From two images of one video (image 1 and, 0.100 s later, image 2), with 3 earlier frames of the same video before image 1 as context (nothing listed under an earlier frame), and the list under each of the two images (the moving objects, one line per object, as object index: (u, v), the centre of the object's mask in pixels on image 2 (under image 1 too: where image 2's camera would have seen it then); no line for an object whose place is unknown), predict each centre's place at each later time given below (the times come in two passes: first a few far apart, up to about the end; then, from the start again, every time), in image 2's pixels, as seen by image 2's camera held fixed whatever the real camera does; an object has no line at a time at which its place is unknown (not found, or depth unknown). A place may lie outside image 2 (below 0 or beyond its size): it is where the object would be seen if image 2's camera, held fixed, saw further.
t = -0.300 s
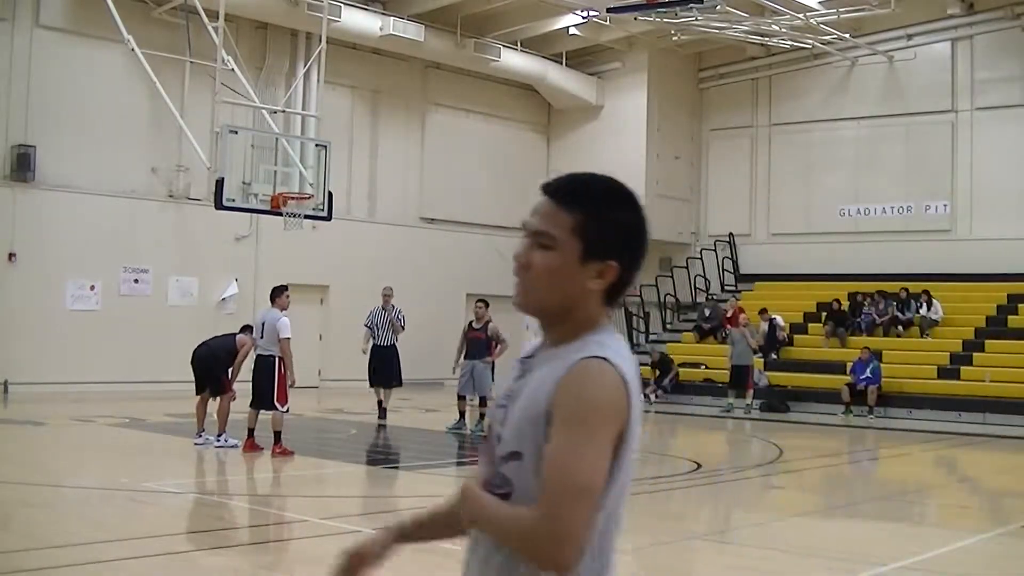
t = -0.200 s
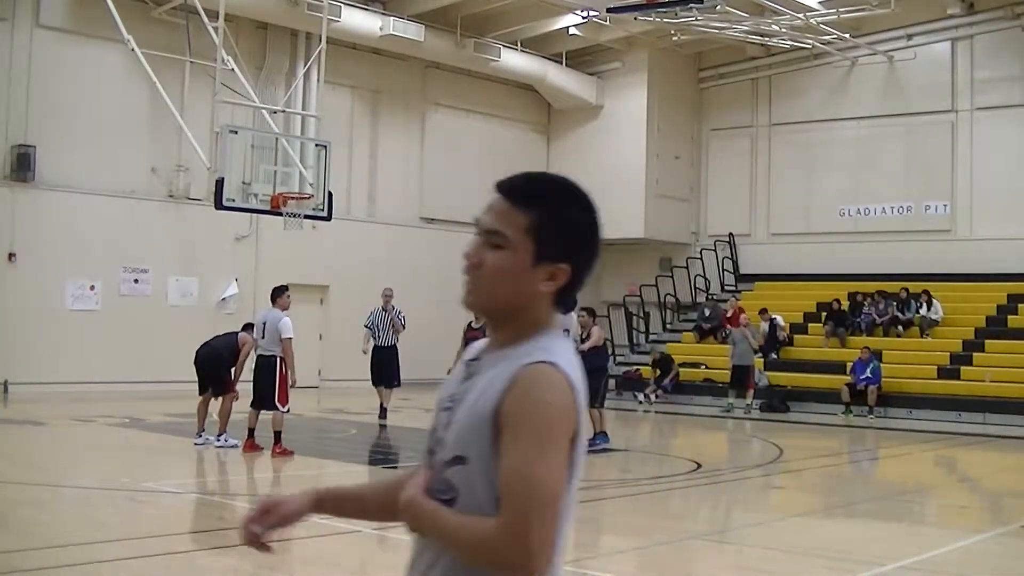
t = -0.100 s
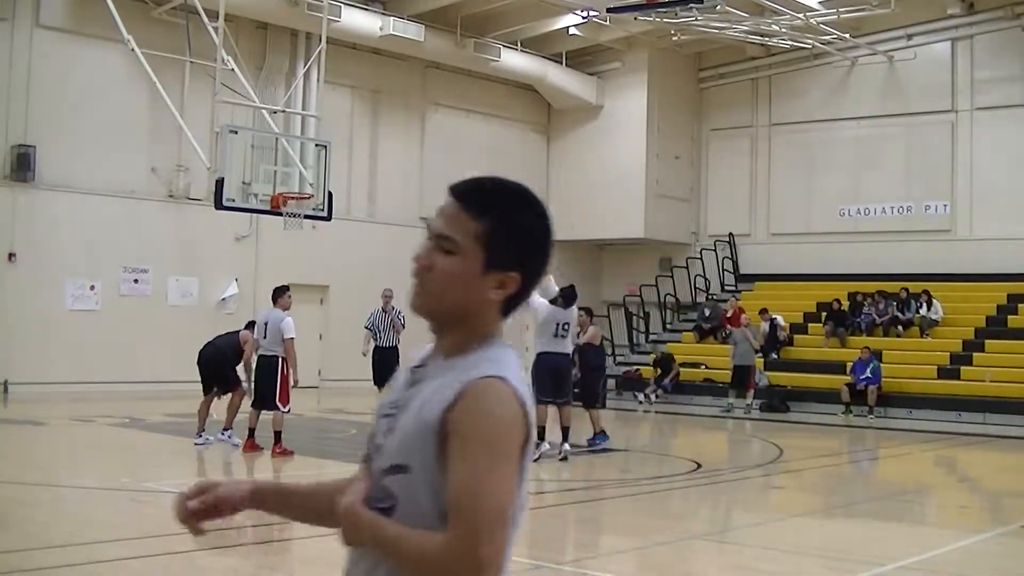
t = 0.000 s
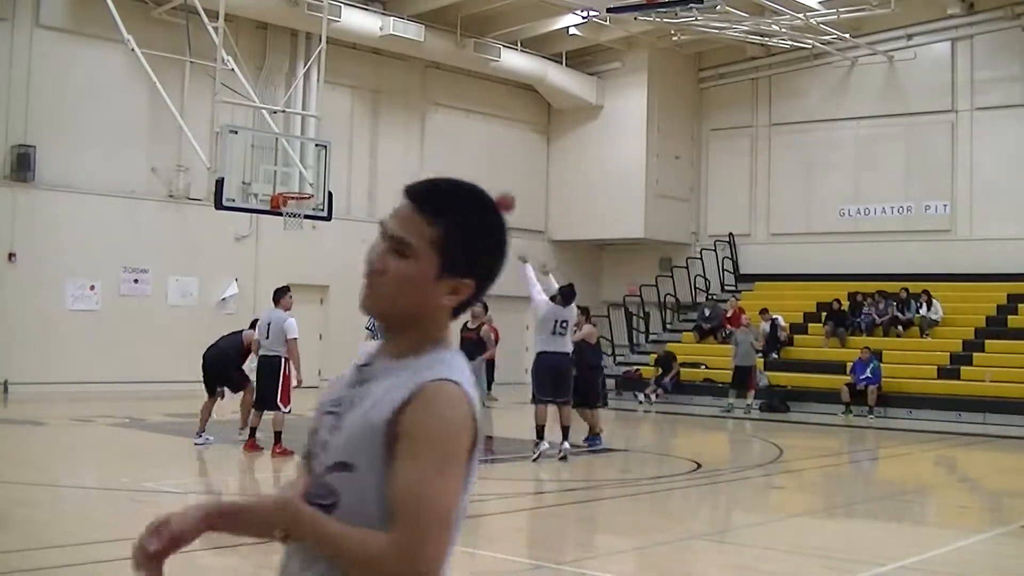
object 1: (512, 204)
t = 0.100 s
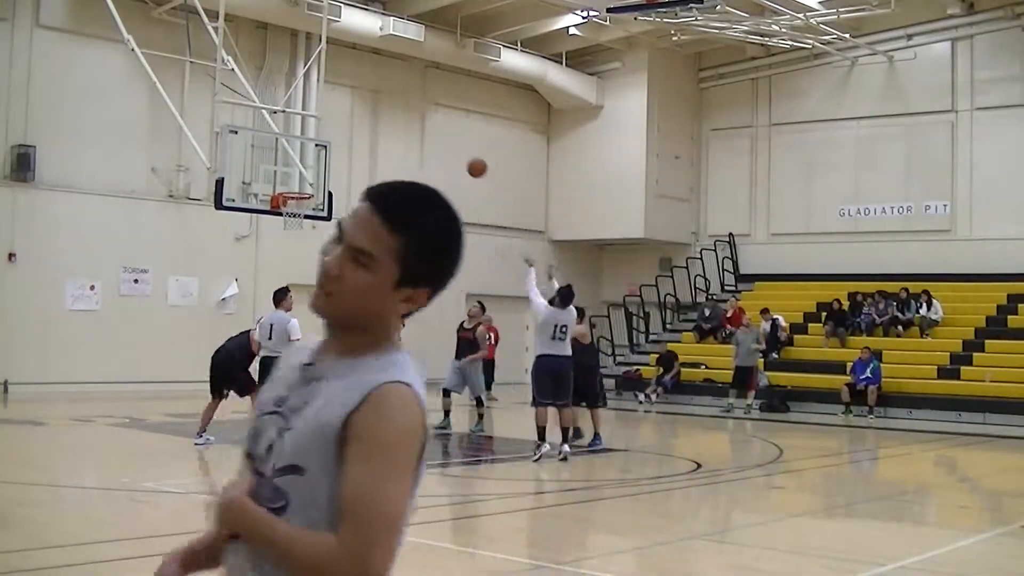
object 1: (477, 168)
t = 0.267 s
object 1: (433, 131)
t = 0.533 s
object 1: (367, 121)
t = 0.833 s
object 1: (299, 171)
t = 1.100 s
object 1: (315, 161)
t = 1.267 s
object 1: (323, 147)
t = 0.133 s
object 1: (468, 159)
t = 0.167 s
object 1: (460, 149)
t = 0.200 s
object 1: (450, 143)
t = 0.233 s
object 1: (442, 136)
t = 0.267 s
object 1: (433, 131)
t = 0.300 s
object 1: (424, 126)
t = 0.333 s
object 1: (416, 123)
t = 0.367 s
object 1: (408, 121)
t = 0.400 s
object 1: (399, 119)
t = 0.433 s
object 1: (391, 118)
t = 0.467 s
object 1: (383, 117)
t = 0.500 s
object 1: (375, 119)
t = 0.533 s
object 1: (367, 121)
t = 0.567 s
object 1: (359, 123)
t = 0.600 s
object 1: (352, 126)
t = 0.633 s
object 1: (344, 130)
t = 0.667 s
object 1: (336, 135)
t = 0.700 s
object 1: (329, 141)
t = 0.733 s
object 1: (321, 147)
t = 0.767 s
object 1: (313, 154)
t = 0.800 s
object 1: (306, 162)
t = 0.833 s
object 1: (299, 171)
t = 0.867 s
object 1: (291, 180)
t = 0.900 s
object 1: (287, 188)
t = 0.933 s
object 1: (297, 187)
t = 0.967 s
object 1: (308, 186)
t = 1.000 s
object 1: (309, 179)
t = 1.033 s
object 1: (312, 172)
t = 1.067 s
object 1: (313, 167)
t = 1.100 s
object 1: (315, 161)
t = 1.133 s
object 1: (316, 157)
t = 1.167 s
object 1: (318, 153)
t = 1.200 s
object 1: (320, 150)
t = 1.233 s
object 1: (322, 149)
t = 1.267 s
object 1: (323, 147)
